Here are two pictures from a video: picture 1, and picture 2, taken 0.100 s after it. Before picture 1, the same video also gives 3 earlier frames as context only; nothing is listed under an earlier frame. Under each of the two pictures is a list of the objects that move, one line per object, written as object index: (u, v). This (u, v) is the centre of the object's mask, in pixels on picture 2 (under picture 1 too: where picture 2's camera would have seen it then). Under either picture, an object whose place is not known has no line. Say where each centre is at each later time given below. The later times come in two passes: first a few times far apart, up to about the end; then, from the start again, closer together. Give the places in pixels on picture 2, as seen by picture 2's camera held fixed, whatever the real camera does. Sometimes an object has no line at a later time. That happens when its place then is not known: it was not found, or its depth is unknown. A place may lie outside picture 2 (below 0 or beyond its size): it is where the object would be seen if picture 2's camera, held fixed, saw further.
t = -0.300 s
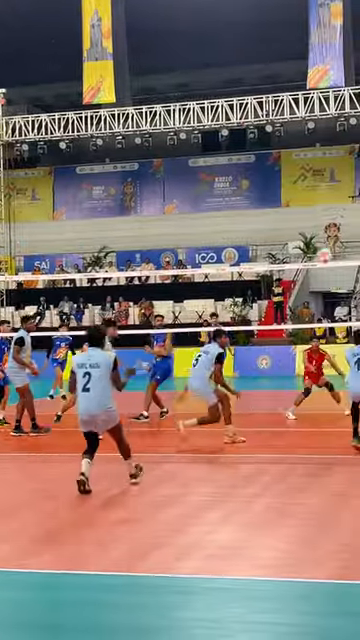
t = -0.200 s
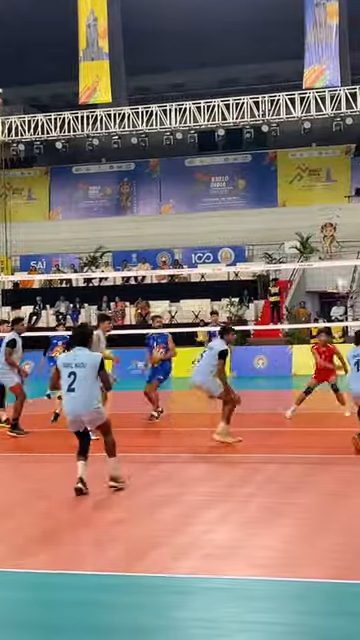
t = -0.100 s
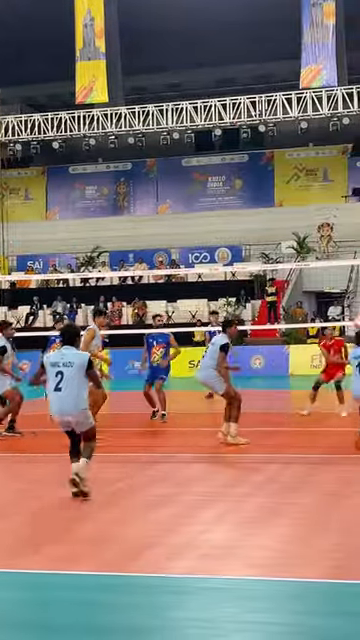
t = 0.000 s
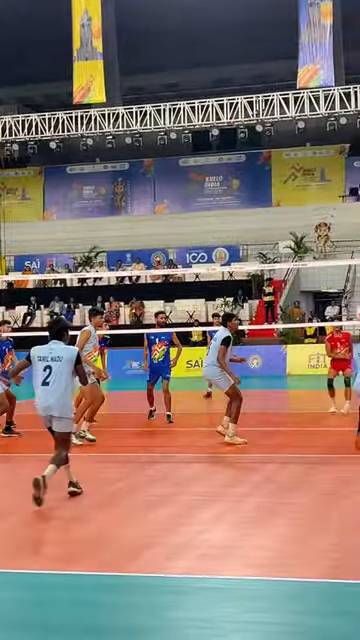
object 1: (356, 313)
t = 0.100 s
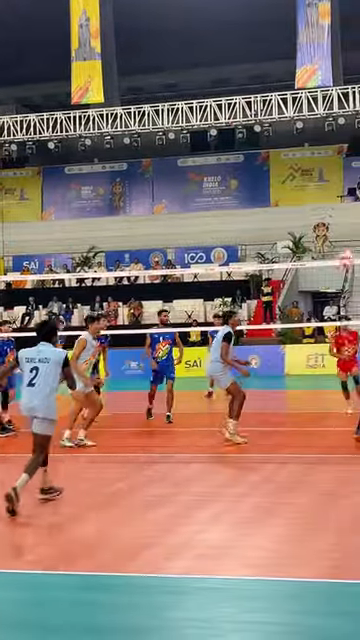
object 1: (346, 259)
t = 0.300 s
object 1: (316, 172)
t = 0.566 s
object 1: (278, 100)
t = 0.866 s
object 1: (237, 84)
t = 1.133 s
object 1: (202, 129)
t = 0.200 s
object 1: (331, 212)
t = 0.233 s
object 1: (327, 196)
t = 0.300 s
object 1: (316, 172)
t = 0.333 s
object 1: (311, 159)
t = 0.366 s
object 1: (307, 149)
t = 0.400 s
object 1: (302, 139)
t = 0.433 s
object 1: (297, 129)
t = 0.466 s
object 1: (293, 121)
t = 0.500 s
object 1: (287, 113)
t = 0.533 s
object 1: (283, 104)
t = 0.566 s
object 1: (278, 100)
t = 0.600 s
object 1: (274, 95)
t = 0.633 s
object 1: (269, 89)
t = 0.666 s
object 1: (265, 87)
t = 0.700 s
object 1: (260, 84)
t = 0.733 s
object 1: (256, 83)
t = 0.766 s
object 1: (251, 82)
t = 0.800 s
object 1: (247, 82)
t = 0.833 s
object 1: (242, 82)
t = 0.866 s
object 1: (237, 84)
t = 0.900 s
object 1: (233, 86)
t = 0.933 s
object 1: (228, 89)
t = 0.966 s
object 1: (224, 93)
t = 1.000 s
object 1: (219, 99)
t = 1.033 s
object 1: (215, 105)
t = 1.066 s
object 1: (210, 111)
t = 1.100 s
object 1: (207, 119)
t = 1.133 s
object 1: (202, 129)
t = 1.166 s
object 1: (198, 138)
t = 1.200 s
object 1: (193, 149)
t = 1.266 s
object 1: (183, 172)
